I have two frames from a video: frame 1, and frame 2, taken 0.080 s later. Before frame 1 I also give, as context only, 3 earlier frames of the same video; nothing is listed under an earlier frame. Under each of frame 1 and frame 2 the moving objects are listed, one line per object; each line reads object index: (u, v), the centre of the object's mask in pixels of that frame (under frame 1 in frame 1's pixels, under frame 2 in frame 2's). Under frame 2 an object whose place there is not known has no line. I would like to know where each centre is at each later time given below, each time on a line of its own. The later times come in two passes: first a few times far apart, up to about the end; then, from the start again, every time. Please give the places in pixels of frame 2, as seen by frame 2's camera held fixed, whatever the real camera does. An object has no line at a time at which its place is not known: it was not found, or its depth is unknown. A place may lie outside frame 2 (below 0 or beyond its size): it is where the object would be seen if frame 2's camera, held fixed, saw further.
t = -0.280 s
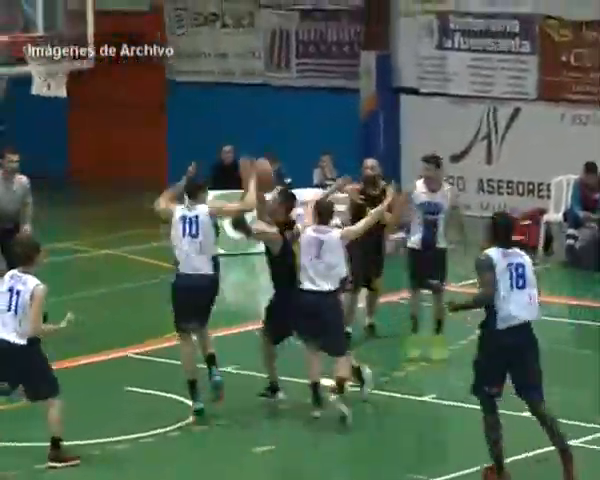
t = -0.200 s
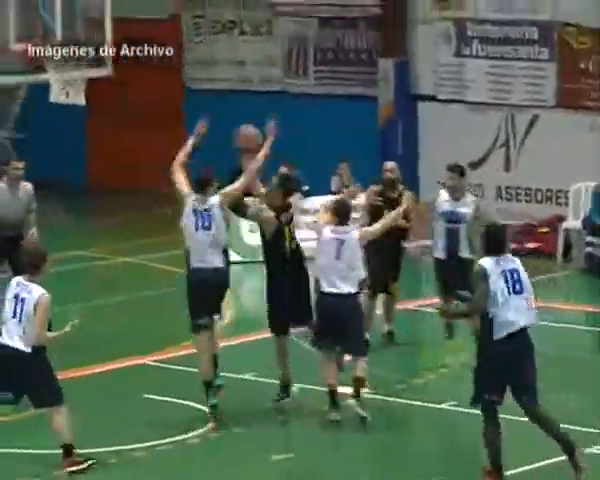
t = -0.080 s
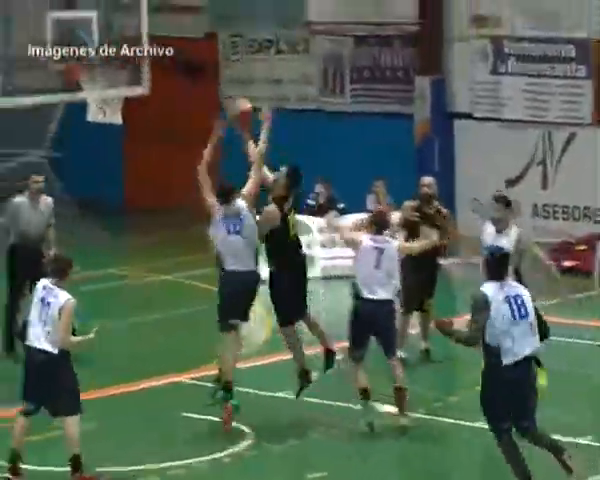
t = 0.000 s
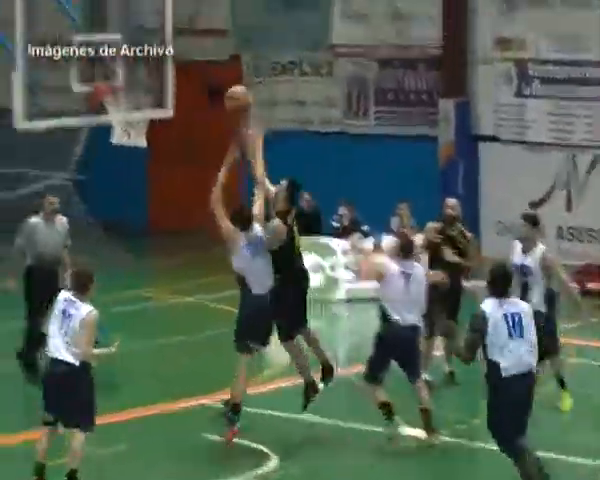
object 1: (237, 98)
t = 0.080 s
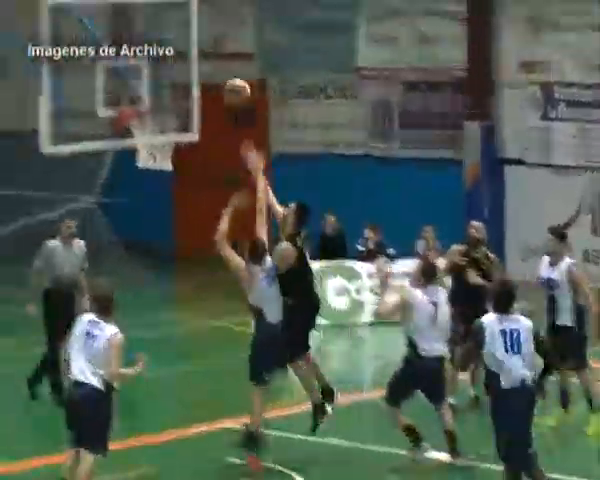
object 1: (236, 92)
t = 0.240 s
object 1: (185, 51)
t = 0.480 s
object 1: (169, 52)
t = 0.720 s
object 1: (153, 89)
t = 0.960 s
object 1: (136, 112)
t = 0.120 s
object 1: (225, 76)
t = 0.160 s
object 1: (211, 65)
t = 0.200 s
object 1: (196, 56)
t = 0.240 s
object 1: (185, 51)
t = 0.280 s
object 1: (180, 47)
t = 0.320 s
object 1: (179, 44)
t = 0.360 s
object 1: (179, 45)
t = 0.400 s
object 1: (175, 45)
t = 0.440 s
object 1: (172, 44)
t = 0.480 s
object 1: (169, 52)
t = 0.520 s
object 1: (167, 61)
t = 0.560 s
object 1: (163, 68)
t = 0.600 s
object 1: (161, 81)
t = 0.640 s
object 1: (157, 90)
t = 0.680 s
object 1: (155, 92)
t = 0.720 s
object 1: (153, 89)
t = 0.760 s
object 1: (149, 90)
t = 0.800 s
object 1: (149, 89)
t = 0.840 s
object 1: (146, 93)
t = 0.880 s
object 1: (144, 97)
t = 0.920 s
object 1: (141, 103)
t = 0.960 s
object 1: (136, 112)
